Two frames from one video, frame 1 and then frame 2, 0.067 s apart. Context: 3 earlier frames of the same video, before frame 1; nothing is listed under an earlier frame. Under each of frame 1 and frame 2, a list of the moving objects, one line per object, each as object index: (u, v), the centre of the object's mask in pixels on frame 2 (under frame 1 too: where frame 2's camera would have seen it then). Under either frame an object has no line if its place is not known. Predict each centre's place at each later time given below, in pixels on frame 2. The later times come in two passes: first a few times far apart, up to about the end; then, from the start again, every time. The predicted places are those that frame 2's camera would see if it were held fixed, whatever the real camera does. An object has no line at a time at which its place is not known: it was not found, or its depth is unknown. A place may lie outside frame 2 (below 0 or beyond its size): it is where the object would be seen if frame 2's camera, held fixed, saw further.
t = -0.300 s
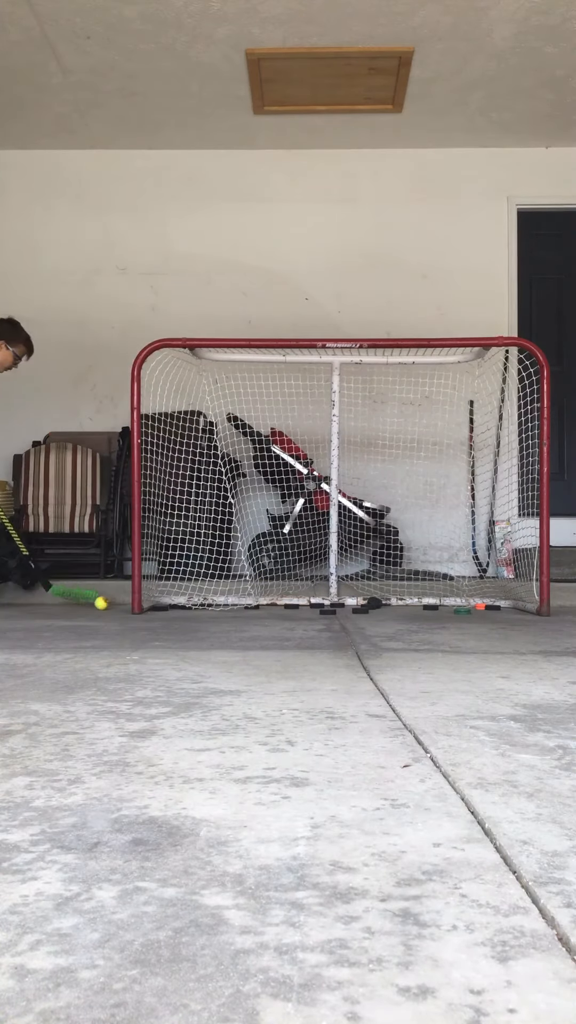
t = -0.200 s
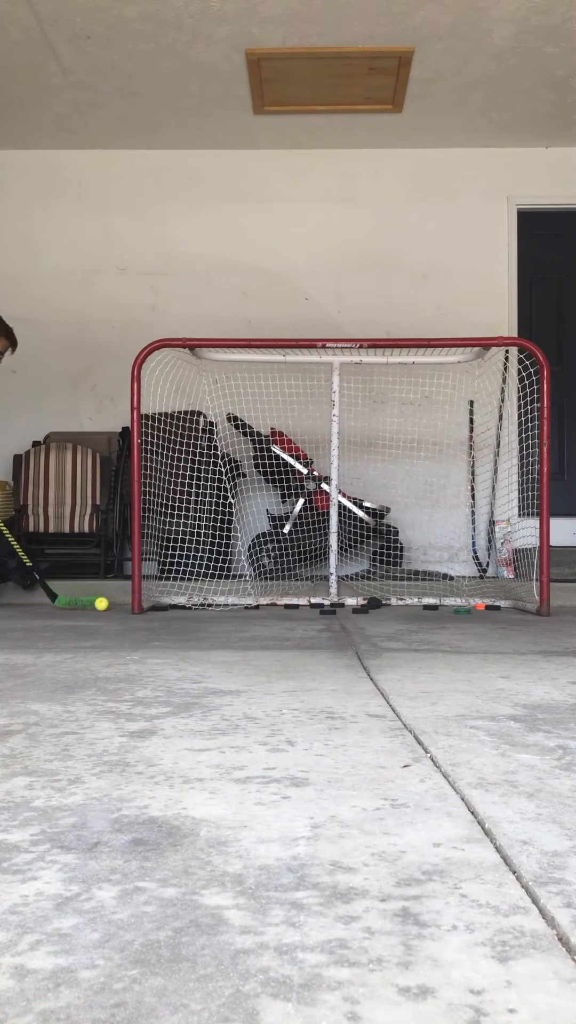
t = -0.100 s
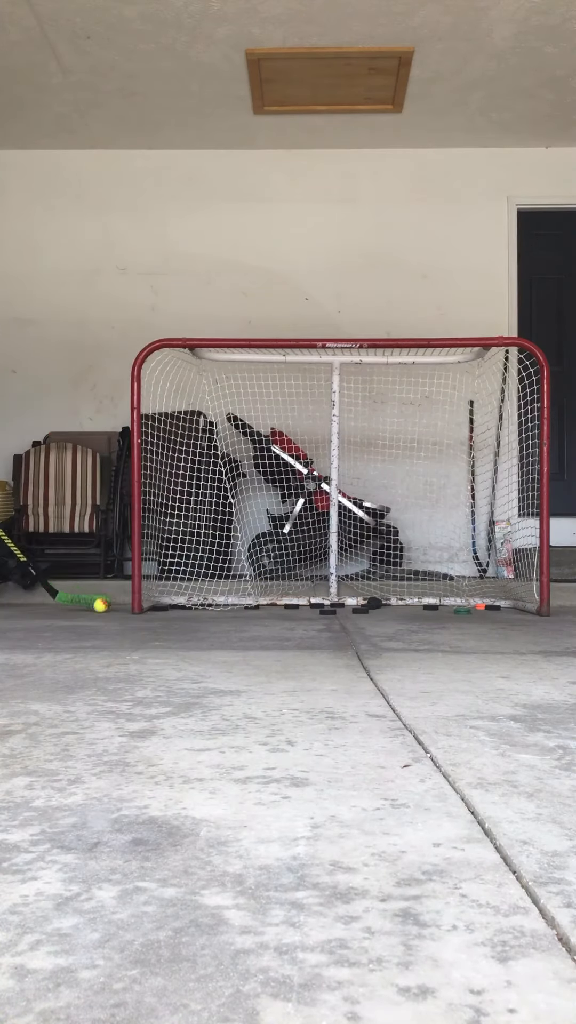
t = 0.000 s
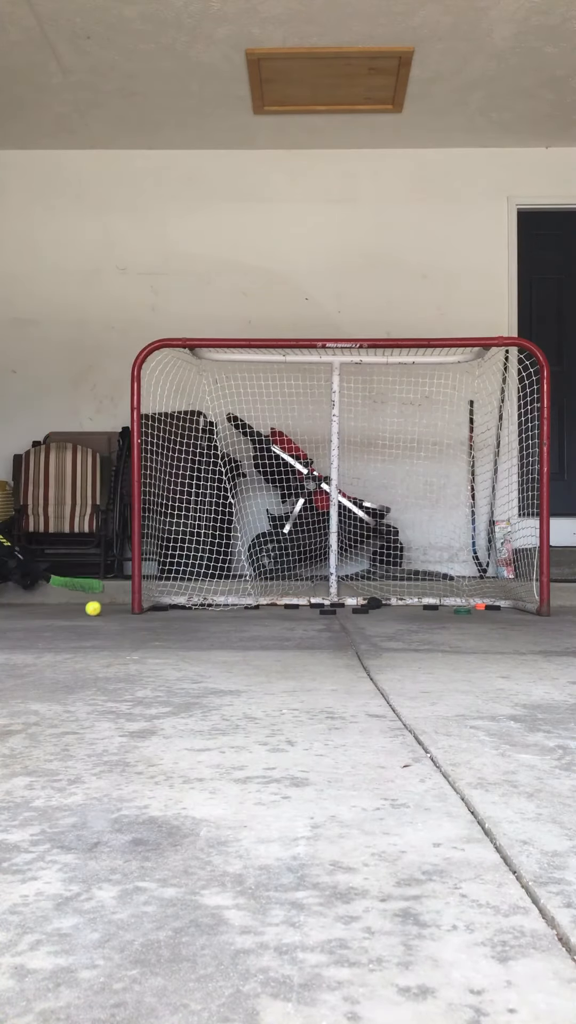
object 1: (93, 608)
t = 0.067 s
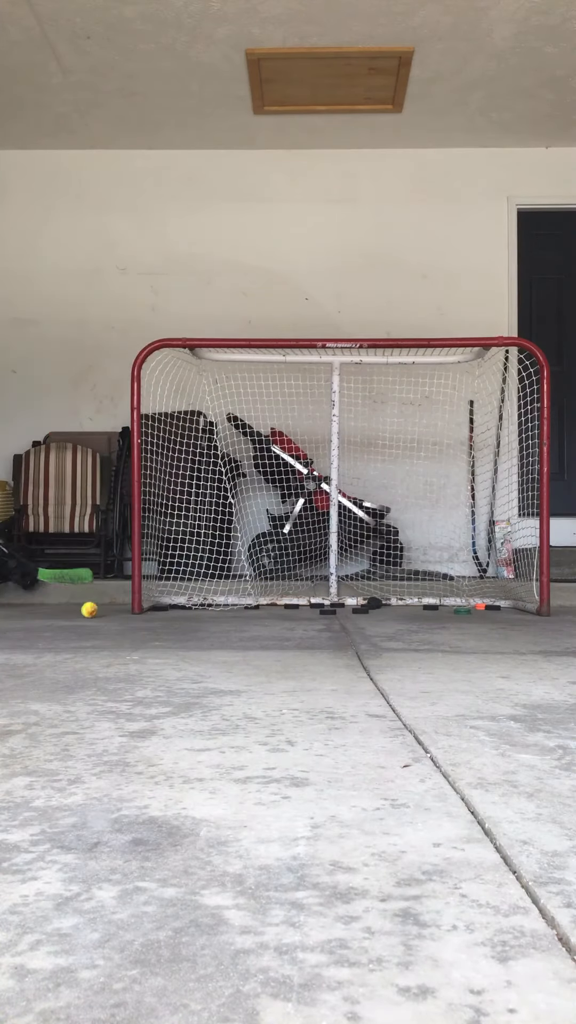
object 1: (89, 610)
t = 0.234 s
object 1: (81, 614)
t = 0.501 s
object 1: (65, 624)
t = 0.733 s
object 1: (45, 635)
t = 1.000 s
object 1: (15, 656)
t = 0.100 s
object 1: (88, 611)
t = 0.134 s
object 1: (86, 612)
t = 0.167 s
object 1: (84, 612)
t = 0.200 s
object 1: (83, 613)
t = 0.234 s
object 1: (81, 614)
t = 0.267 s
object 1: (79, 615)
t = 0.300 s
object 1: (77, 616)
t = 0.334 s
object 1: (75, 617)
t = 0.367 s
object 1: (73, 619)
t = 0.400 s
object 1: (71, 620)
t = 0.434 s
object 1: (69, 621)
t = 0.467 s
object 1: (67, 623)
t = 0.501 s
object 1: (65, 624)
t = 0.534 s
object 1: (62, 625)
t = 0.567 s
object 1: (60, 627)
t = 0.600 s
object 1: (57, 628)
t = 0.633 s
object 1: (54, 630)
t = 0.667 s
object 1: (51, 632)
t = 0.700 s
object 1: (48, 633)
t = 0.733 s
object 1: (45, 635)
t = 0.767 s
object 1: (42, 633)
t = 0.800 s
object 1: (39, 634)
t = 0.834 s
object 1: (35, 640)
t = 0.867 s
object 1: (31, 642)
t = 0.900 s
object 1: (27, 645)
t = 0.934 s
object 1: (23, 649)
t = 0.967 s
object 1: (18, 652)
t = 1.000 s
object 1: (15, 656)
